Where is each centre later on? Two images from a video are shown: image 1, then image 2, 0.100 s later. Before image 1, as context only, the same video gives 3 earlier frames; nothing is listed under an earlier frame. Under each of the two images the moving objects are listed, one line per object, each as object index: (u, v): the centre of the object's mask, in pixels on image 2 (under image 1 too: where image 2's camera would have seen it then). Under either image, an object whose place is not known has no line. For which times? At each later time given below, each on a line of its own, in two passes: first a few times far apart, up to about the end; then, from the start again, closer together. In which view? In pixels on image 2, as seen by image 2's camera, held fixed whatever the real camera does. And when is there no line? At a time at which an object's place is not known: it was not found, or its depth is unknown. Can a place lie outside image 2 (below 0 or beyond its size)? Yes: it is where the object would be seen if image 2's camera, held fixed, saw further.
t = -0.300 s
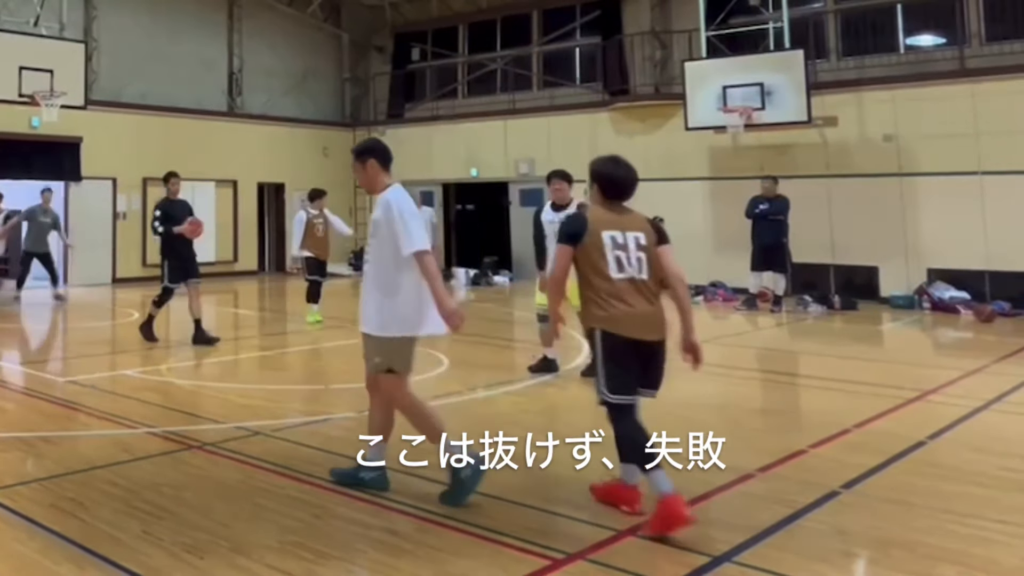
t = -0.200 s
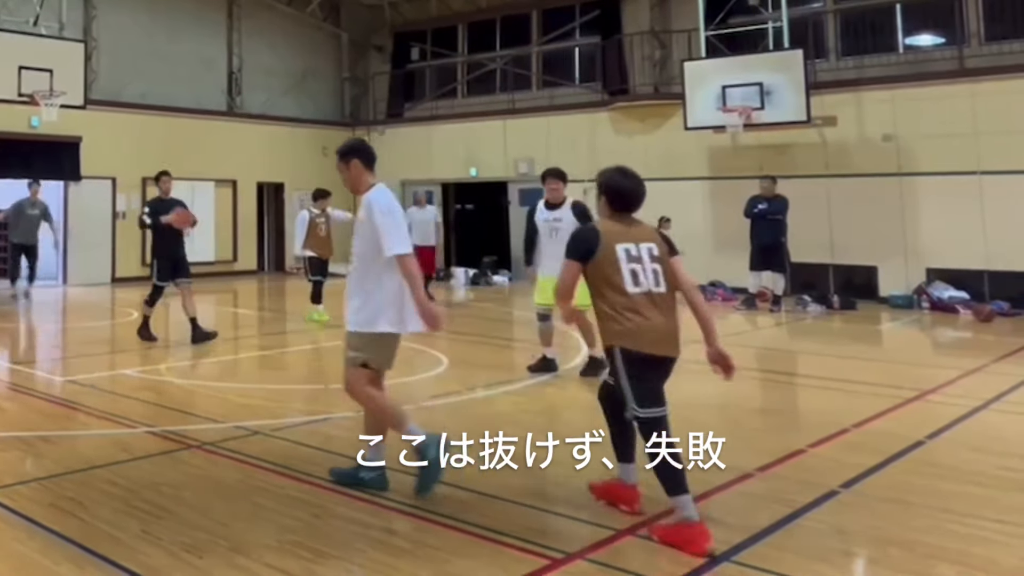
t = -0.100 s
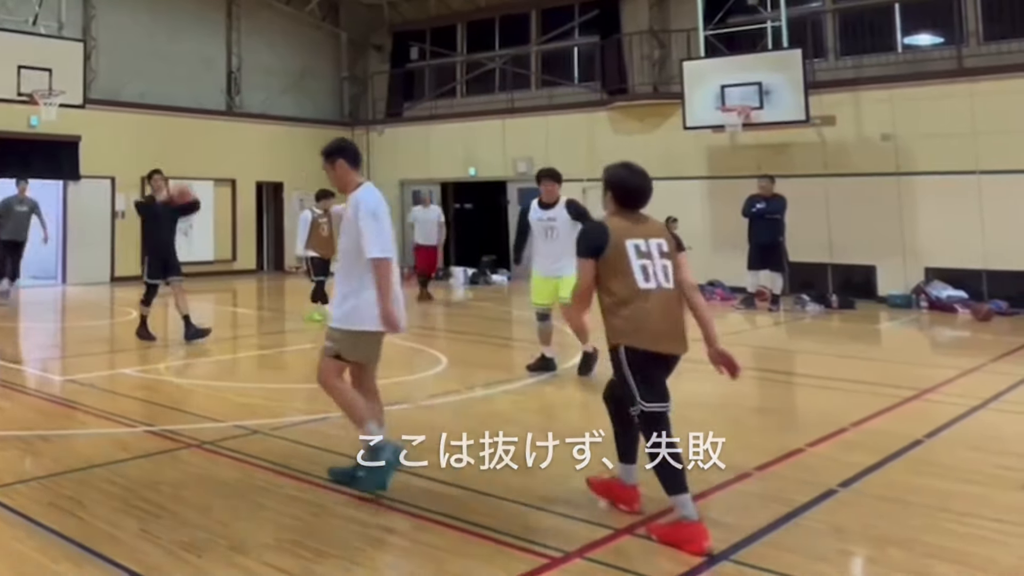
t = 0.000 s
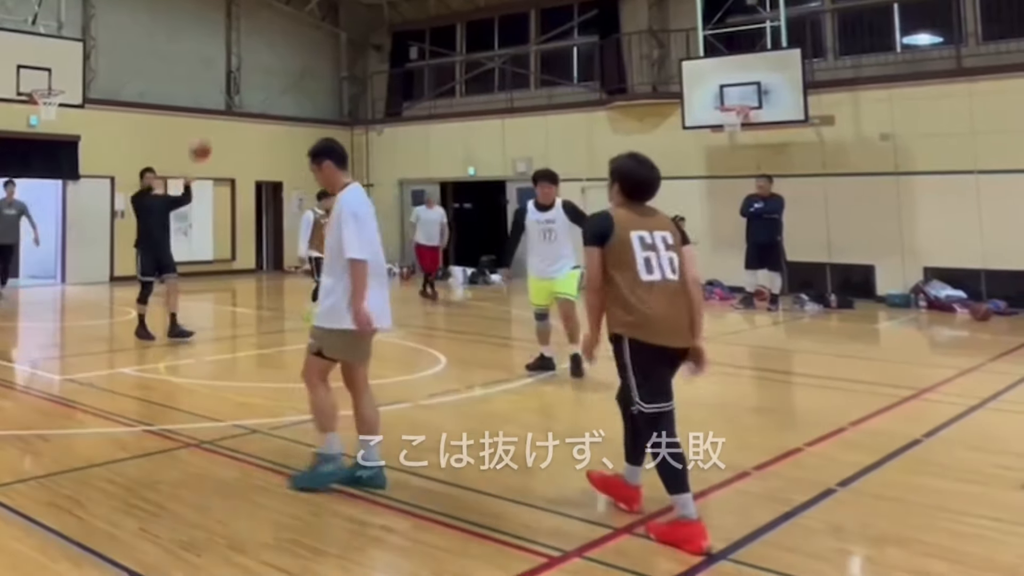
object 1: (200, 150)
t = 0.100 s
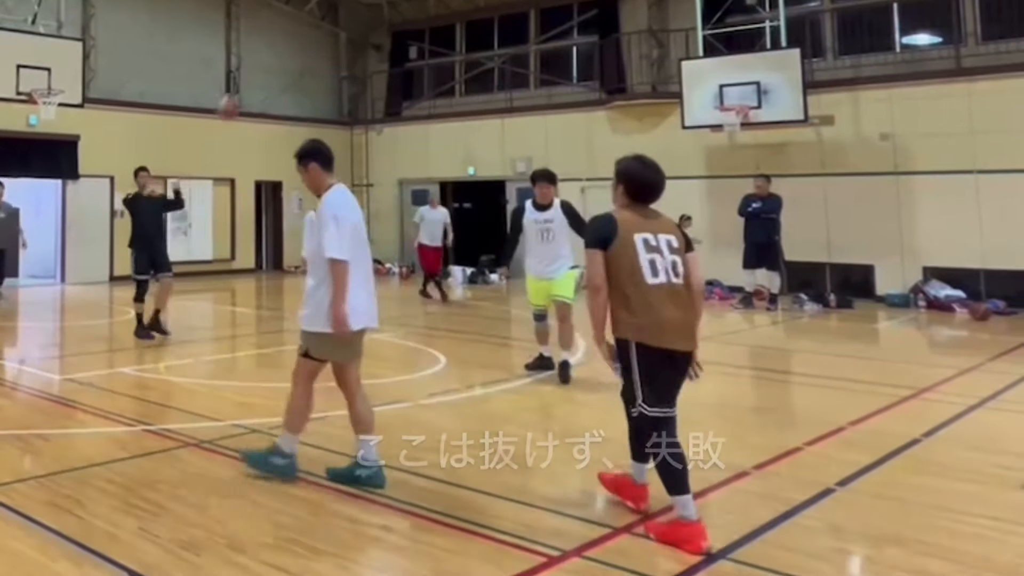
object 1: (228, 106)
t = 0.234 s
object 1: (270, 62)
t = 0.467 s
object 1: (359, 16)
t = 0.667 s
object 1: (454, 17)
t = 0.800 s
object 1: (535, 52)
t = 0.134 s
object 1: (237, 97)
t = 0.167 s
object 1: (249, 84)
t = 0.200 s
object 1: (260, 72)
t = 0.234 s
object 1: (270, 62)
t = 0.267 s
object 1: (281, 52)
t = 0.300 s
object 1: (294, 43)
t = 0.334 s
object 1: (306, 35)
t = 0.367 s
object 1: (319, 30)
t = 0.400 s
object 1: (332, 23)
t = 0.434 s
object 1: (345, 19)
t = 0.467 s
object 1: (359, 16)
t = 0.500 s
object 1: (373, 13)
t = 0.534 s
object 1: (388, 12)
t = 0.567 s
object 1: (403, 13)
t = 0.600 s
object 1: (421, 13)
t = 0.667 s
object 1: (454, 17)
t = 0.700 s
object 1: (473, 24)
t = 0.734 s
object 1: (493, 31)
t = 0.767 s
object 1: (513, 40)
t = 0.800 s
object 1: (535, 52)
